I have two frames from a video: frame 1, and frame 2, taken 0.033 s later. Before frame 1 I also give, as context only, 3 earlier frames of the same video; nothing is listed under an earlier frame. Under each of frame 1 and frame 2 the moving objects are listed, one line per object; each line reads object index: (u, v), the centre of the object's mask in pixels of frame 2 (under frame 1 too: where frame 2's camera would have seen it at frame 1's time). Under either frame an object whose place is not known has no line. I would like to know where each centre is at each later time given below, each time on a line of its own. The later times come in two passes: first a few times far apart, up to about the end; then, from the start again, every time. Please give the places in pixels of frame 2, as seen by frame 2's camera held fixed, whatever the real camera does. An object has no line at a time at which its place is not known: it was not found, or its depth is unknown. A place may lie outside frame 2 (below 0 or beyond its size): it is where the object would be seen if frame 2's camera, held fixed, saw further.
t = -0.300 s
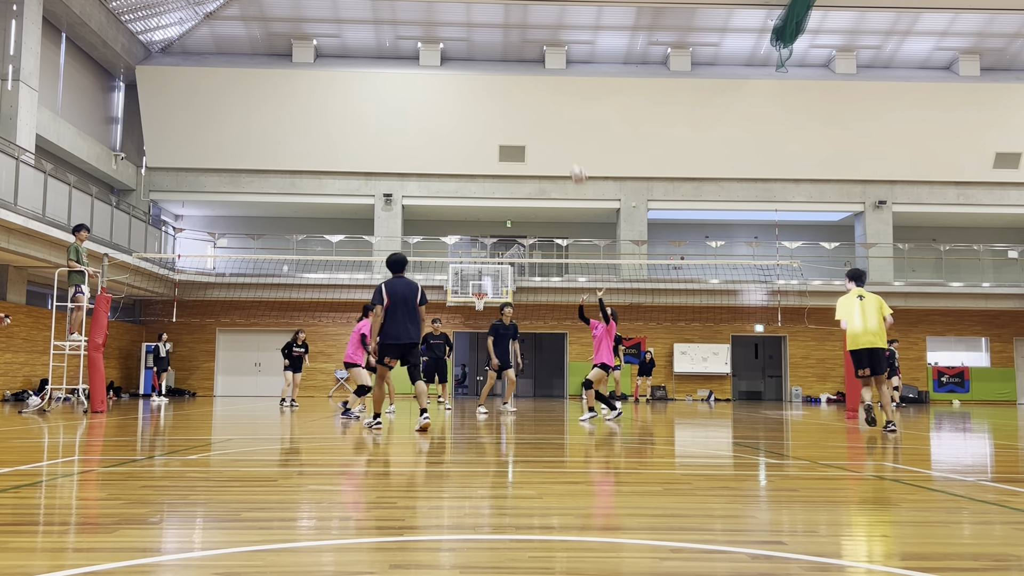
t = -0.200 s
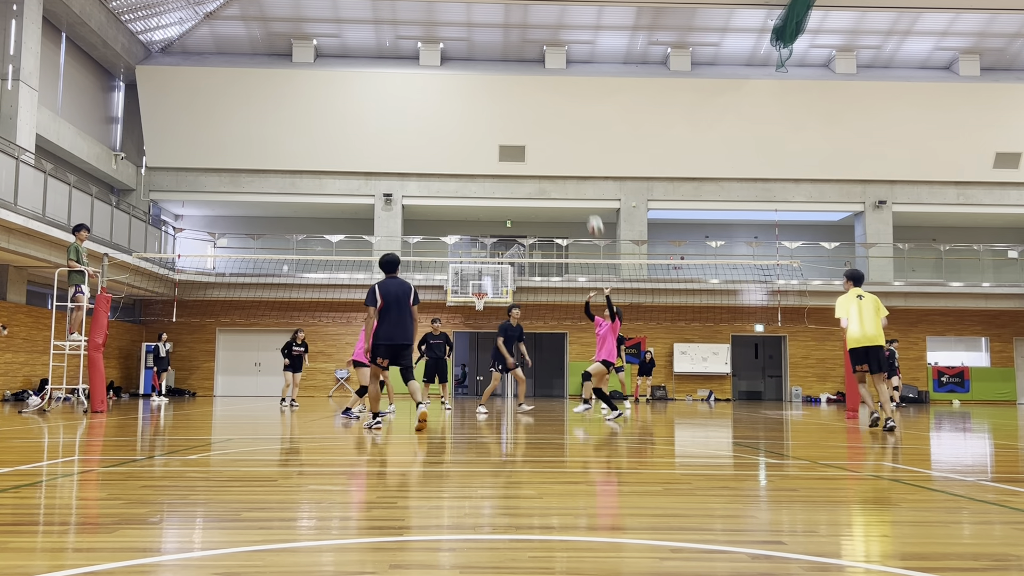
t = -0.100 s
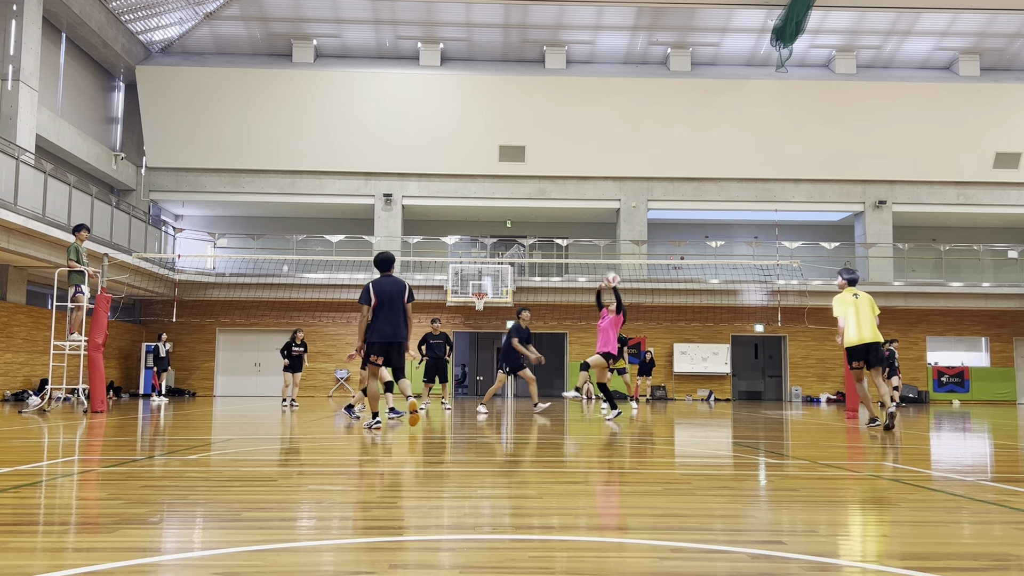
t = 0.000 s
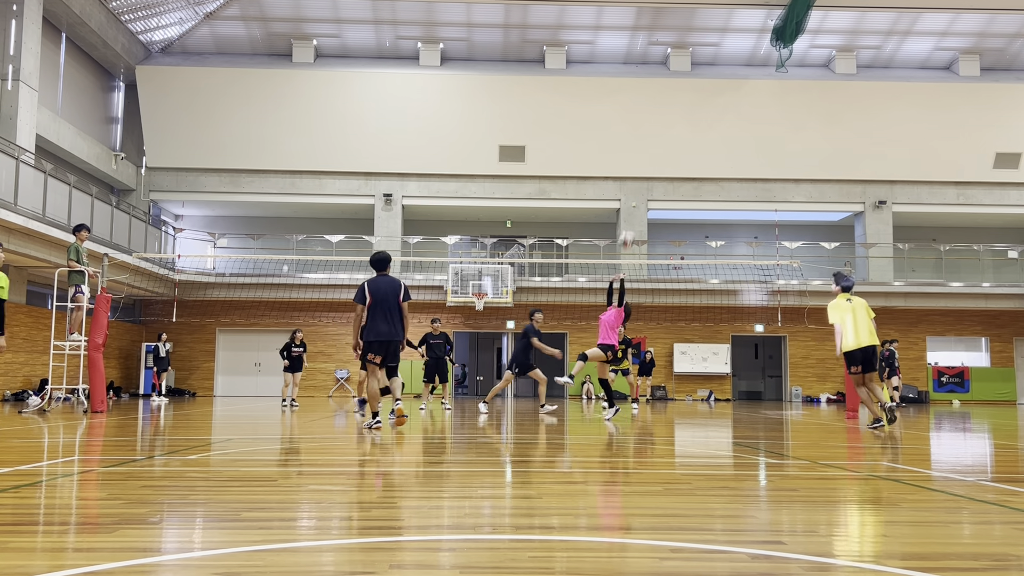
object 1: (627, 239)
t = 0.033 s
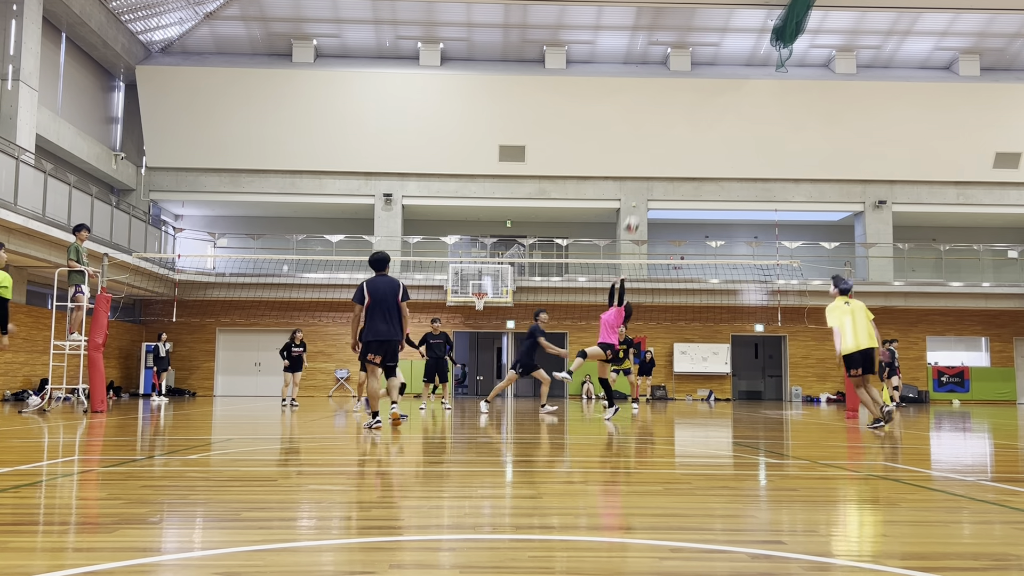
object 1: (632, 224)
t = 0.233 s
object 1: (658, 157)
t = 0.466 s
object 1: (687, 117)
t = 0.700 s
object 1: (713, 116)
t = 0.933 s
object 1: (739, 152)
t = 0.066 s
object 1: (636, 210)
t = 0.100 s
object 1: (640, 198)
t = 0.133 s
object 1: (645, 186)
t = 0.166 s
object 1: (650, 176)
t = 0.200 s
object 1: (654, 166)
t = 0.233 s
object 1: (658, 157)
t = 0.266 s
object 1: (663, 149)
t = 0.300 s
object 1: (667, 141)
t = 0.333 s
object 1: (671, 135)
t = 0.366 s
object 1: (674, 129)
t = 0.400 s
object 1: (679, 124)
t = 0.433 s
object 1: (683, 120)
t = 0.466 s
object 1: (687, 117)
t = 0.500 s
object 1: (691, 114)
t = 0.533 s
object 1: (695, 113)
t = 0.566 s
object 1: (698, 112)
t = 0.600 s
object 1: (702, 112)
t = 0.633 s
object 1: (706, 113)
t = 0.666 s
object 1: (710, 114)
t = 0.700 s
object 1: (713, 116)
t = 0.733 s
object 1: (718, 119)
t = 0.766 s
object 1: (721, 123)
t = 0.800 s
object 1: (725, 127)
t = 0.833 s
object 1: (728, 132)
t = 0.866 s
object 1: (732, 138)
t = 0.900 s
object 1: (736, 145)
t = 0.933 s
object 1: (739, 152)
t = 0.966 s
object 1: (743, 160)
